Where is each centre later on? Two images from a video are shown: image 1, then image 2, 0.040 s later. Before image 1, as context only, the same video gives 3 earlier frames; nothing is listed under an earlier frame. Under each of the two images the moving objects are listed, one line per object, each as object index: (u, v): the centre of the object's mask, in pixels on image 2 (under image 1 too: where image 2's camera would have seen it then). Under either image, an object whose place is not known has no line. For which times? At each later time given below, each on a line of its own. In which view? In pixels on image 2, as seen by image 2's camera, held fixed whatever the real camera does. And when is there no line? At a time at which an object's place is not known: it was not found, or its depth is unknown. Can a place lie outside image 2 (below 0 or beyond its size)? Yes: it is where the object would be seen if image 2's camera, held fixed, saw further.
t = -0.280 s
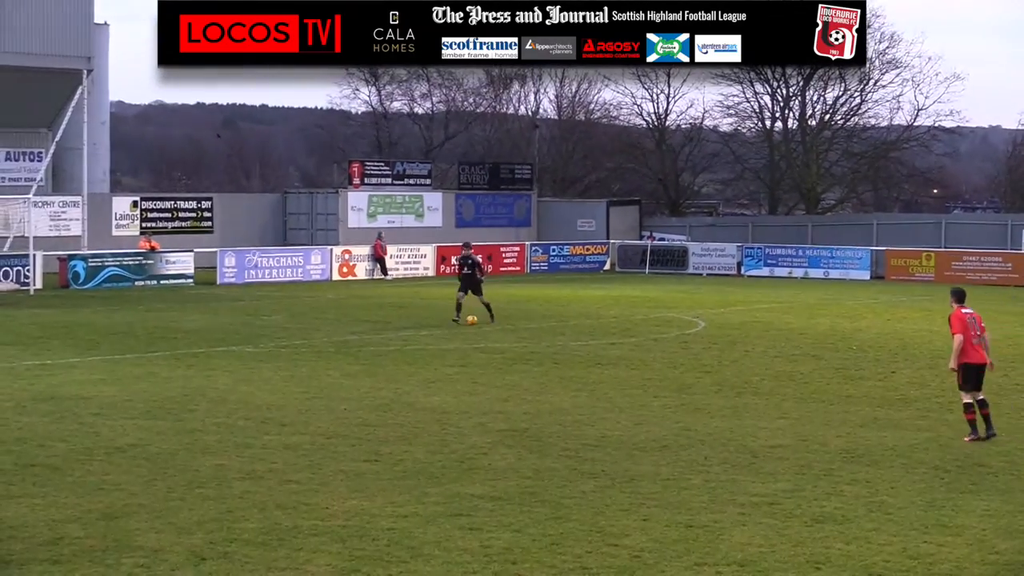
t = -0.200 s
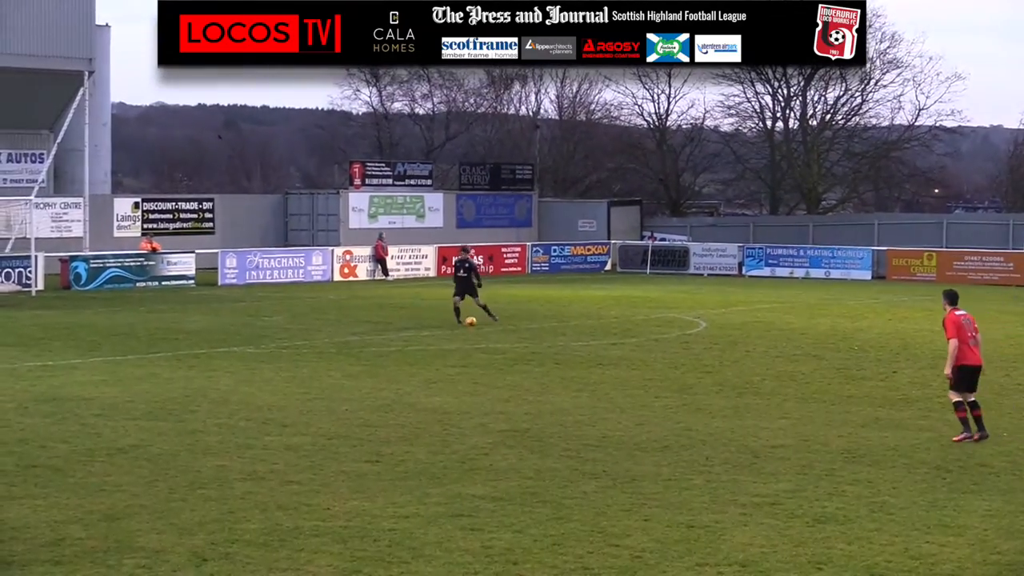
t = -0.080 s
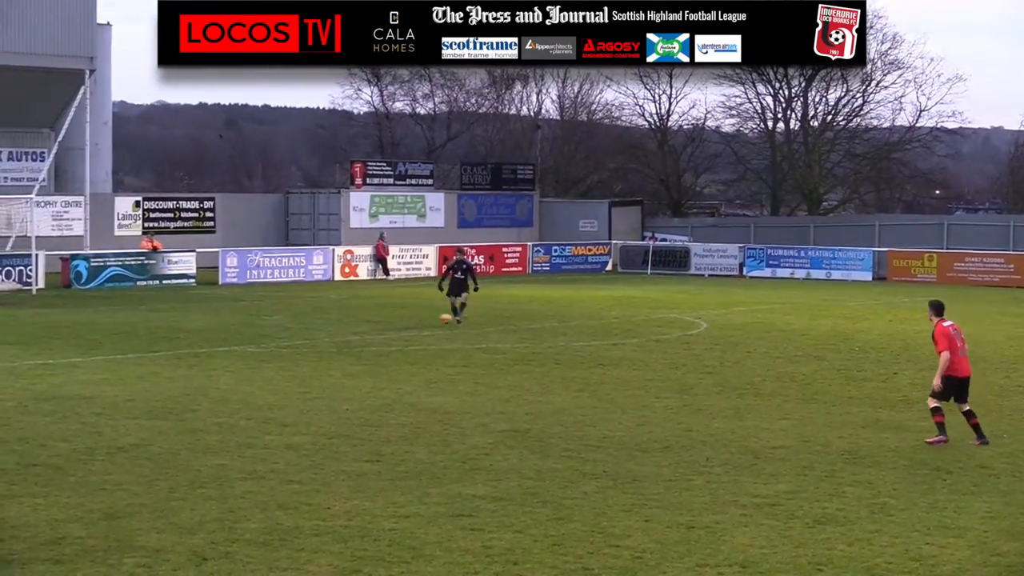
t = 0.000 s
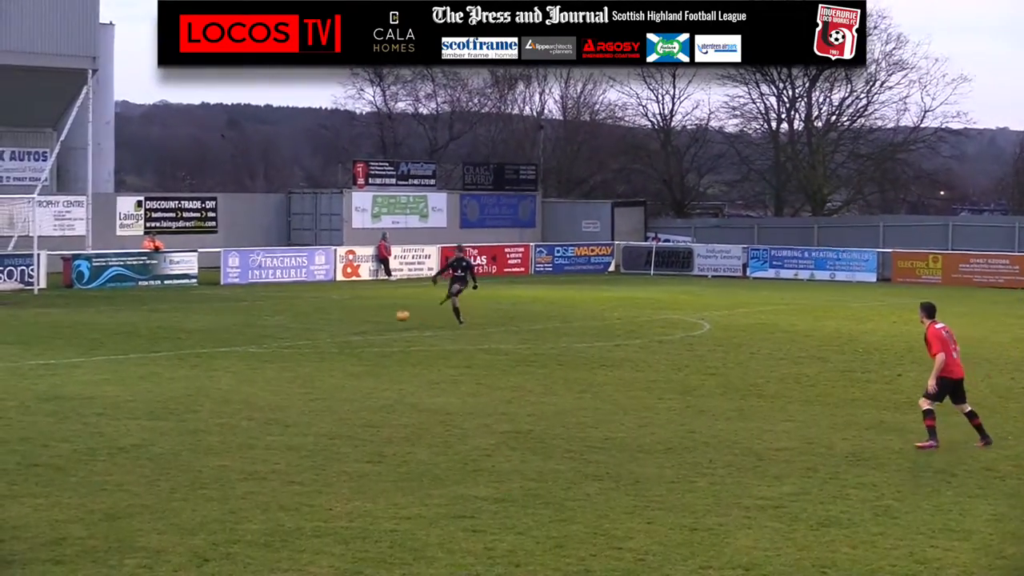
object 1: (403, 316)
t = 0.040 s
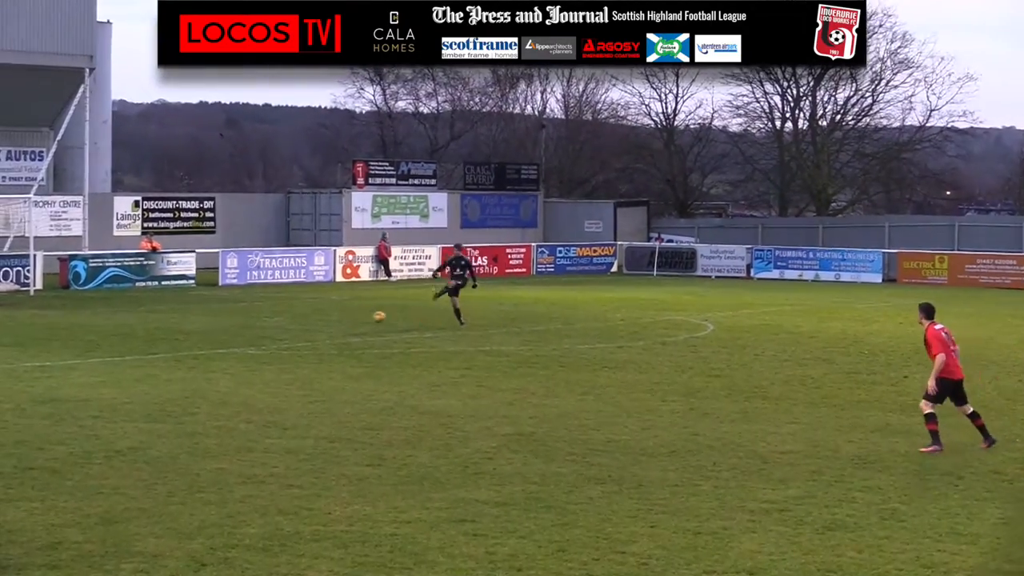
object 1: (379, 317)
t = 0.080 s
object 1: (354, 317)
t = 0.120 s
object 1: (329, 319)
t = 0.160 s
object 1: (302, 322)
